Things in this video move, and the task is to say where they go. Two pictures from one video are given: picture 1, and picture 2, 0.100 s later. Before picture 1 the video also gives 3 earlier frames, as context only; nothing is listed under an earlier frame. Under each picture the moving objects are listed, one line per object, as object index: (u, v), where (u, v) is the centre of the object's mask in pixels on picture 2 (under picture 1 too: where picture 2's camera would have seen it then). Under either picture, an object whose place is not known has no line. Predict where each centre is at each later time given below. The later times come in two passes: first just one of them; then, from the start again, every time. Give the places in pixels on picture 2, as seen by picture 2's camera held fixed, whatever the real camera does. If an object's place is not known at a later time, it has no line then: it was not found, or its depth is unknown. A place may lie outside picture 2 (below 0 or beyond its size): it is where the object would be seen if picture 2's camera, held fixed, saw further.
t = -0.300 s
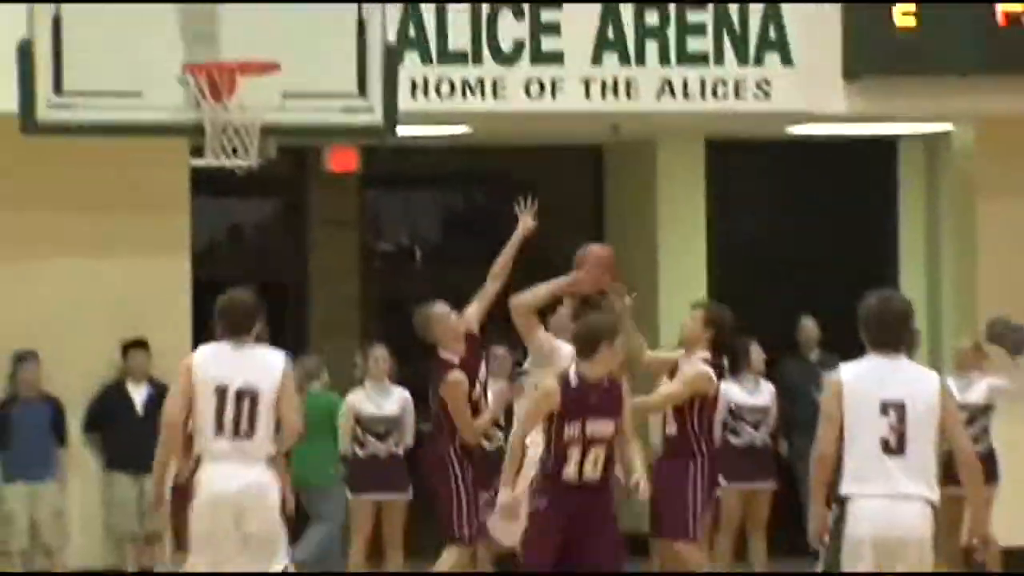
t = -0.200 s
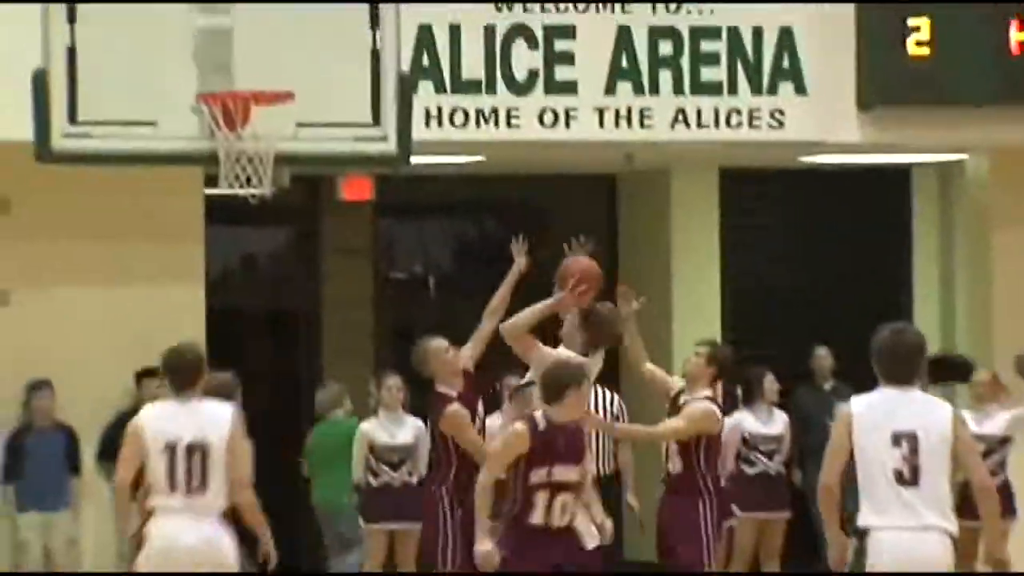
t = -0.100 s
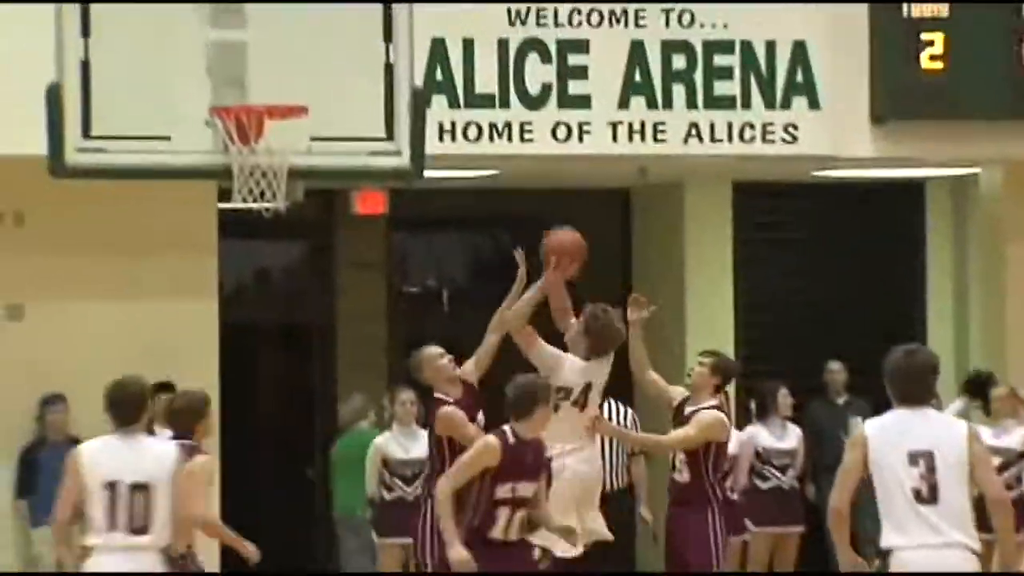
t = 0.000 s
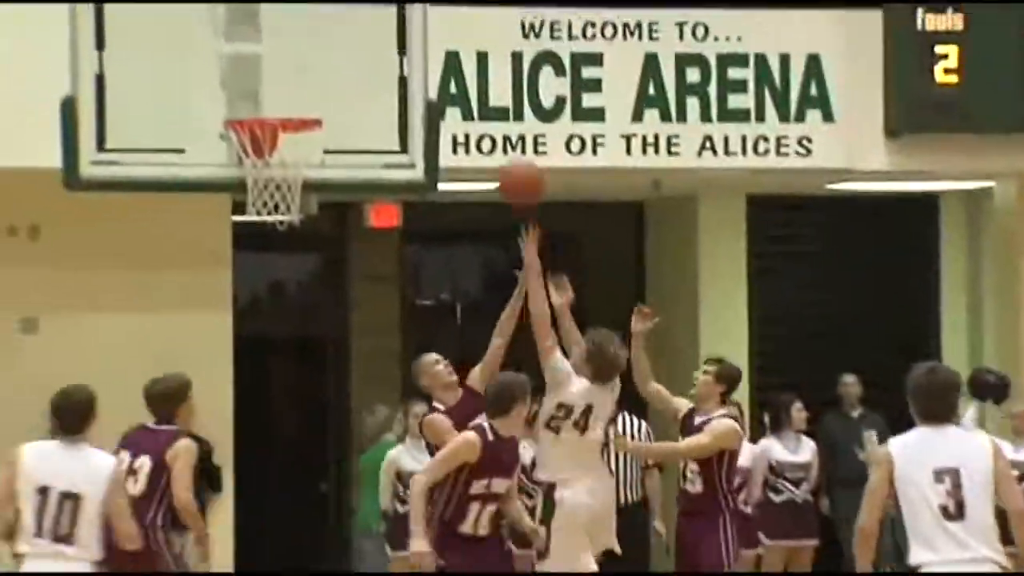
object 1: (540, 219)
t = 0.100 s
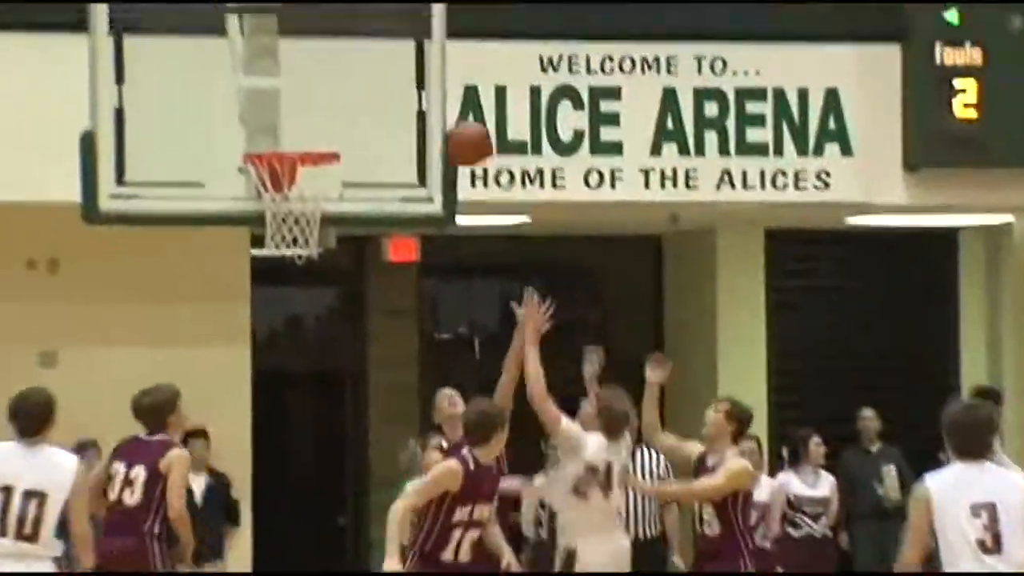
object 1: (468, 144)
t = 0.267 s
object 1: (369, 75)
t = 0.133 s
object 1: (445, 124)
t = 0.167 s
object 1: (422, 105)
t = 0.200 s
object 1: (399, 89)
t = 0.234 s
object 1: (377, 77)
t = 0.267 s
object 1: (369, 75)
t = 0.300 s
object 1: (361, 75)
